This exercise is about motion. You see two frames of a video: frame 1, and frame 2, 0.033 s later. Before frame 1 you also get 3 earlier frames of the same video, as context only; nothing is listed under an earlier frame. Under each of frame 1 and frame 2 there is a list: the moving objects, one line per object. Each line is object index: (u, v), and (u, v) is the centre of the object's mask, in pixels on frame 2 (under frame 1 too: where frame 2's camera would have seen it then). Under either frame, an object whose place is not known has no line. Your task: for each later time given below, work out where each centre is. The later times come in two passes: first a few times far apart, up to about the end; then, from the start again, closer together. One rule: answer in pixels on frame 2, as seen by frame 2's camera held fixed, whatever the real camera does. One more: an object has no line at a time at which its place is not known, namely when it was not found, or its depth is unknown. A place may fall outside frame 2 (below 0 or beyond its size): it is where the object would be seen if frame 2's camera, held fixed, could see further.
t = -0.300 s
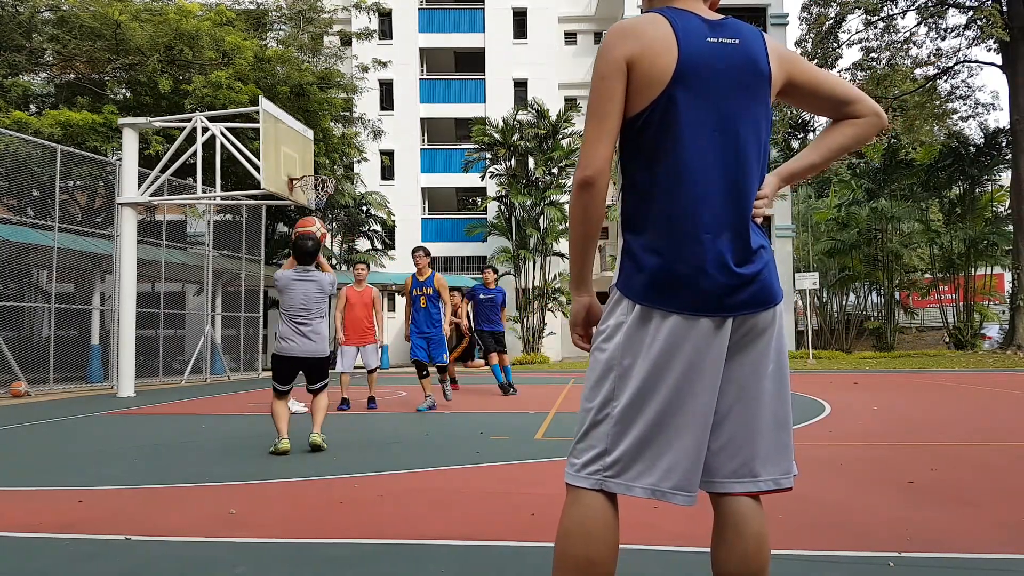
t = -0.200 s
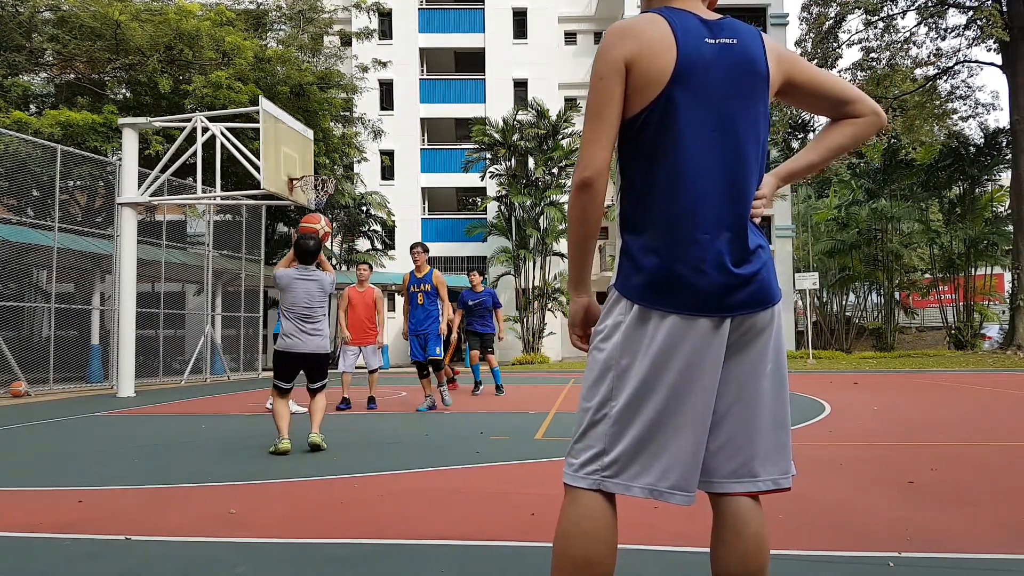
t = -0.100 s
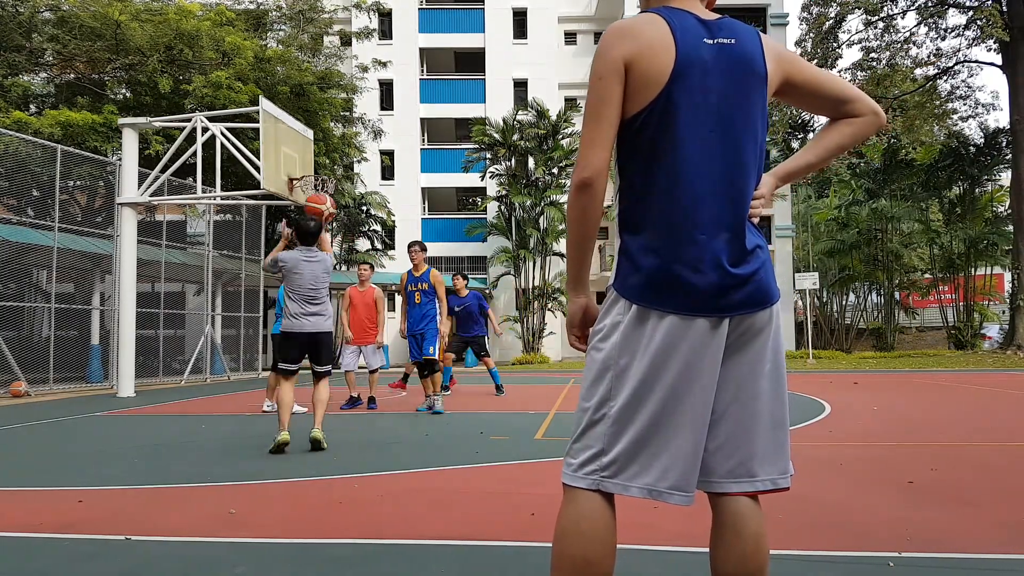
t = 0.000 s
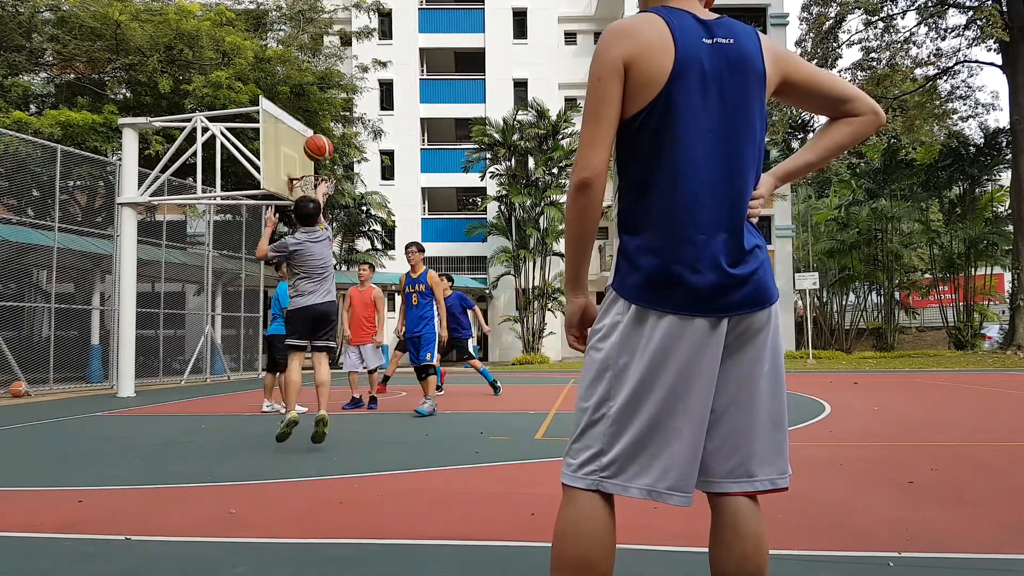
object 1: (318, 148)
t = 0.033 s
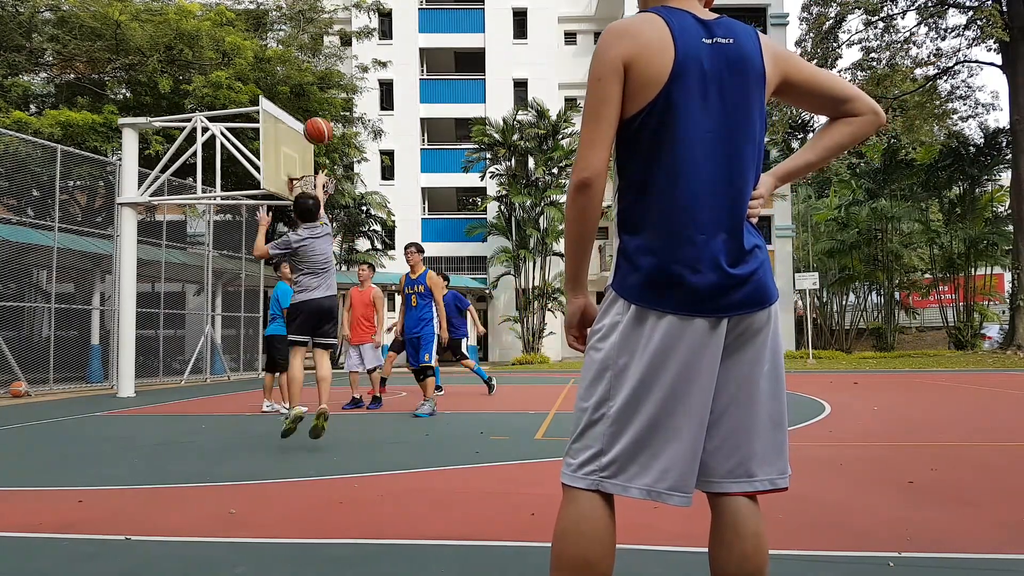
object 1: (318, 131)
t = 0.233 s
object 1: (315, 66)
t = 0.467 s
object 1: (313, 50)
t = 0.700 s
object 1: (309, 80)
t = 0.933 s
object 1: (307, 144)
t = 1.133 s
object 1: (278, 156)
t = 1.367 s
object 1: (218, 154)
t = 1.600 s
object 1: (144, 203)
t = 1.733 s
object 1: (94, 259)
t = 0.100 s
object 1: (317, 103)
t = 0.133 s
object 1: (317, 92)
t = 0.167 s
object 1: (316, 82)
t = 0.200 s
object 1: (316, 73)
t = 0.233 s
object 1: (315, 66)
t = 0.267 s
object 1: (315, 60)
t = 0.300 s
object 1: (314, 55)
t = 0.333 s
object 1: (314, 52)
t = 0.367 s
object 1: (313, 50)
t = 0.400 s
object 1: (313, 50)
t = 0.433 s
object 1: (313, 50)
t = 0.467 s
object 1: (313, 50)
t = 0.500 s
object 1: (312, 52)
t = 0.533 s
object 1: (312, 54)
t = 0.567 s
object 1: (311, 58)
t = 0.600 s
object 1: (311, 62)
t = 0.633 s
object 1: (310, 67)
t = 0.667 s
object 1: (310, 73)
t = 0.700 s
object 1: (309, 80)
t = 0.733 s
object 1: (309, 88)
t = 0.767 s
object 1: (308, 95)
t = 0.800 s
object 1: (308, 104)
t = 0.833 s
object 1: (308, 113)
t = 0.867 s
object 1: (308, 123)
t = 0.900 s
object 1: (307, 133)
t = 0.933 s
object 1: (307, 144)
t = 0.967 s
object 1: (306, 156)
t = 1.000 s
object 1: (305, 167)
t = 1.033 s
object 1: (301, 168)
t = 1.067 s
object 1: (294, 163)
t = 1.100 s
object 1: (287, 159)
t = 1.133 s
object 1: (278, 156)
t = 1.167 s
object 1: (270, 153)
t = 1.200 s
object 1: (262, 151)
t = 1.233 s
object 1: (254, 150)
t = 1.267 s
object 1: (245, 149)
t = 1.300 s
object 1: (237, 150)
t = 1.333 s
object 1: (227, 152)
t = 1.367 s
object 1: (218, 154)
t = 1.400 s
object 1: (208, 158)
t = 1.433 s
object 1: (198, 162)
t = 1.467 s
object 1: (188, 168)
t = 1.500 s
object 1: (178, 174)
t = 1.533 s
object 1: (167, 182)
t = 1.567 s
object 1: (156, 192)
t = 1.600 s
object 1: (144, 203)
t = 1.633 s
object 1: (132, 214)
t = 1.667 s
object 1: (119, 228)
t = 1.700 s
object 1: (107, 242)
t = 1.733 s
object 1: (94, 259)
